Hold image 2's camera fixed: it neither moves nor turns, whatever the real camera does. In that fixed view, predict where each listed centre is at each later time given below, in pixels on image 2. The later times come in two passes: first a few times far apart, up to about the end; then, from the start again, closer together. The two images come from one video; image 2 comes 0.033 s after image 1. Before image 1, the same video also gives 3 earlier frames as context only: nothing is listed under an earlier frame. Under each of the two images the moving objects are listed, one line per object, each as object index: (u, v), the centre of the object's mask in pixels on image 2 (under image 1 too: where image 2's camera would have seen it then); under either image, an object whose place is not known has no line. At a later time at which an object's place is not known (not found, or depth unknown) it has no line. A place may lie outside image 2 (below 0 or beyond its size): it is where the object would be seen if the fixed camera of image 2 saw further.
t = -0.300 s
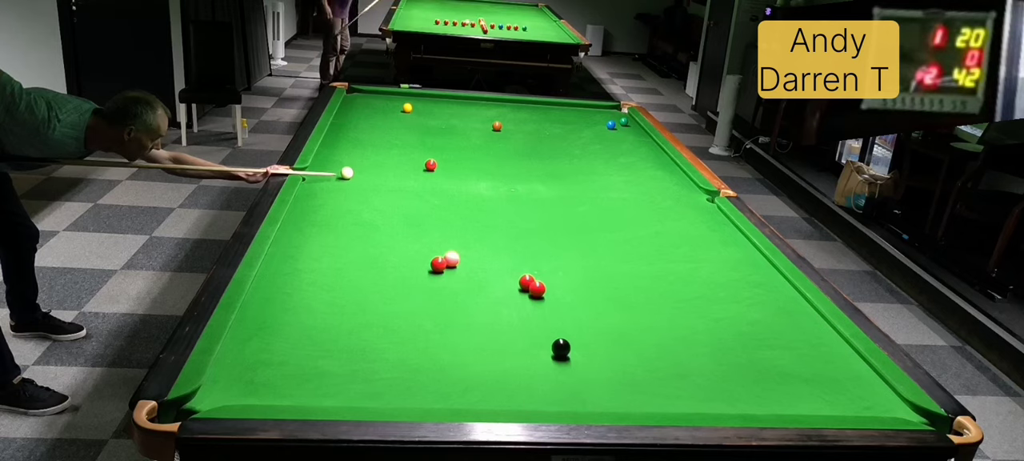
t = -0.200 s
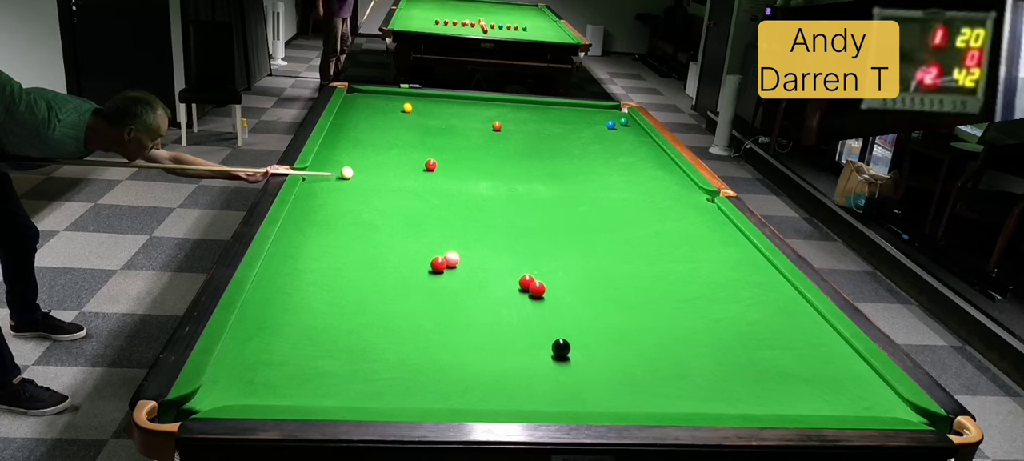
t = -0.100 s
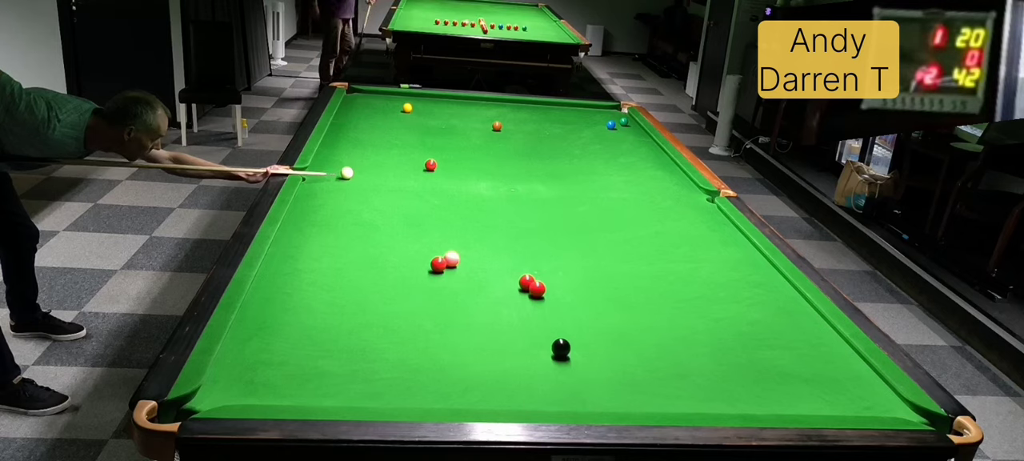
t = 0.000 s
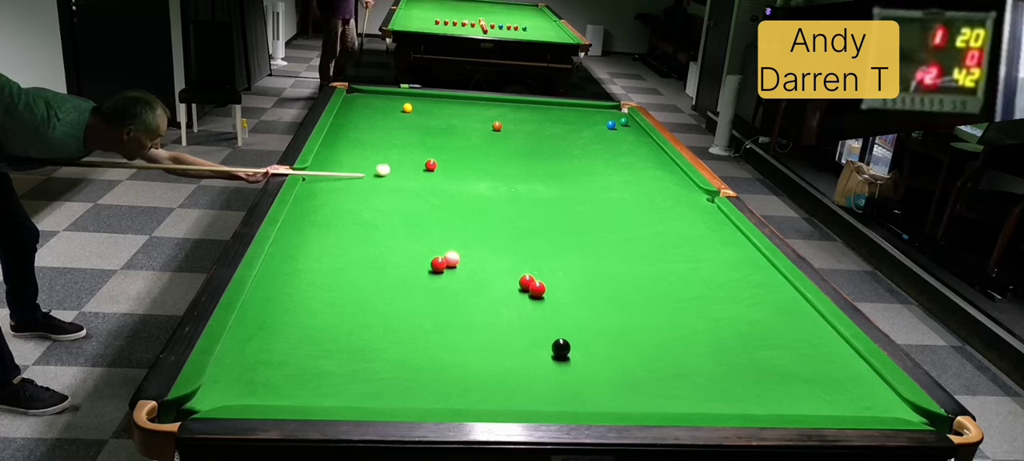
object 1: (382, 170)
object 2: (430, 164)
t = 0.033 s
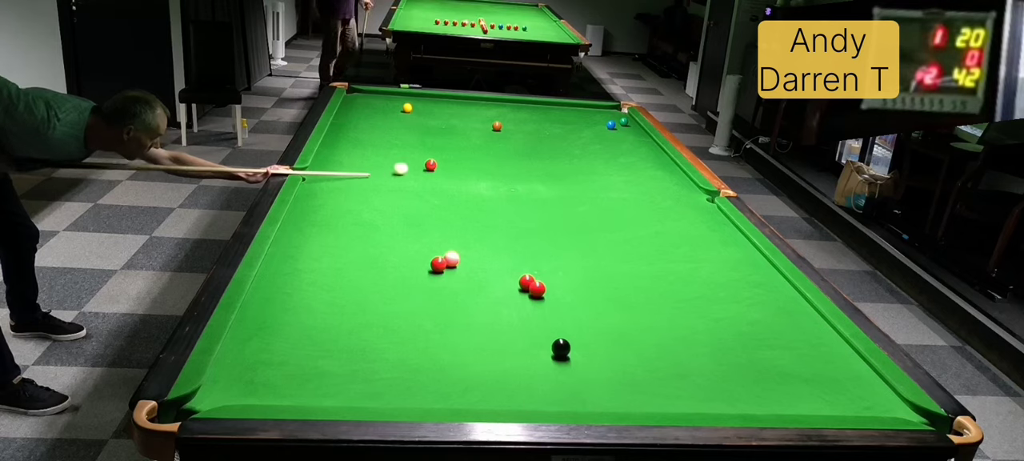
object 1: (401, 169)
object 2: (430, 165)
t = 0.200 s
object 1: (449, 173)
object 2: (460, 155)
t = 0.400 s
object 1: (480, 181)
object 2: (496, 144)
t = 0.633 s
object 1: (515, 191)
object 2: (529, 133)
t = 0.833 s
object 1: (544, 199)
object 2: (555, 125)
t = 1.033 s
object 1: (575, 207)
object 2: (578, 118)
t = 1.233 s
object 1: (606, 216)
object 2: (598, 111)
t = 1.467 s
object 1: (642, 226)
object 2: (623, 109)
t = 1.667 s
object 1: (673, 234)
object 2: (605, 107)
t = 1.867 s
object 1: (705, 243)
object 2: (591, 106)
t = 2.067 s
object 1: (737, 252)
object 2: (577, 105)
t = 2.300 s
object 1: (759, 261)
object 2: (562, 104)
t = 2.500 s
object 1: (749, 268)
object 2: (550, 104)
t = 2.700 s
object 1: (740, 275)
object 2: (538, 103)
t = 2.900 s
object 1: (730, 282)
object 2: (527, 102)
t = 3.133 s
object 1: (719, 290)
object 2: (514, 101)
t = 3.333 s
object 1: (709, 297)
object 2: (504, 101)
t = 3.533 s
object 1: (699, 304)
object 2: (494, 101)
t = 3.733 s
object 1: (690, 311)
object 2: (485, 100)
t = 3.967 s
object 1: (679, 320)
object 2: (476, 100)
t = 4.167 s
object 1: (669, 326)
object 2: (468, 100)
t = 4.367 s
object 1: (660, 333)
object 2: (460, 99)
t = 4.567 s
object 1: (651, 339)
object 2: (453, 99)
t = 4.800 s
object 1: (641, 346)
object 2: (446, 99)
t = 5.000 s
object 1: (633, 352)
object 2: (441, 98)
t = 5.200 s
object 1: (625, 357)
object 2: (436, 98)
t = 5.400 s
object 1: (618, 361)
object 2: (431, 98)
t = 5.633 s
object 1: (610, 367)
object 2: (426, 98)
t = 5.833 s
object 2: (423, 98)
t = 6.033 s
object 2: (420, 97)
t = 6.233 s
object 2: (418, 97)
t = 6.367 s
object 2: (417, 97)
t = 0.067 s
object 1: (418, 167)
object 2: (431, 165)
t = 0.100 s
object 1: (429, 168)
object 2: (437, 162)
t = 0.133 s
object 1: (436, 170)
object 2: (444, 160)
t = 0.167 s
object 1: (443, 172)
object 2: (453, 158)
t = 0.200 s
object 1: (449, 173)
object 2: (460, 155)
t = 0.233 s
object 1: (455, 174)
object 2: (467, 153)
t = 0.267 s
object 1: (461, 176)
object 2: (473, 151)
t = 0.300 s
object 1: (466, 177)
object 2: (479, 149)
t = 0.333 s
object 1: (471, 178)
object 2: (485, 147)
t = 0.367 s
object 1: (476, 180)
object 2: (490, 145)
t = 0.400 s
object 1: (480, 181)
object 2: (496, 144)
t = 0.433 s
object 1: (485, 182)
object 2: (501, 142)
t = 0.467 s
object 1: (490, 184)
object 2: (506, 140)
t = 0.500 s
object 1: (495, 185)
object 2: (511, 139)
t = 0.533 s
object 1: (500, 187)
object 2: (515, 137)
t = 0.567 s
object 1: (505, 188)
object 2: (520, 136)
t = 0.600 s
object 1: (510, 189)
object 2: (525, 134)
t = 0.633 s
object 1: (515, 191)
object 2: (529, 133)
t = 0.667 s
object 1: (520, 192)
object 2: (534, 131)
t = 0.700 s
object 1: (524, 193)
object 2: (538, 130)
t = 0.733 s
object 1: (529, 195)
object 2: (542, 129)
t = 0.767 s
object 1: (535, 196)
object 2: (546, 128)
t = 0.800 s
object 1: (539, 198)
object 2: (551, 126)
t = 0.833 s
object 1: (544, 199)
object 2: (555, 125)
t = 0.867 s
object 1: (550, 200)
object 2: (558, 124)
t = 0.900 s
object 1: (555, 202)
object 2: (562, 122)
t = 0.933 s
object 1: (560, 203)
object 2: (566, 121)
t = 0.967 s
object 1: (565, 204)
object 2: (570, 120)
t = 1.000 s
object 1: (570, 206)
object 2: (574, 119)
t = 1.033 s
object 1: (575, 207)
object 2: (578, 118)
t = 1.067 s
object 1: (580, 209)
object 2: (581, 117)
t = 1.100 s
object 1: (585, 210)
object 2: (584, 116)
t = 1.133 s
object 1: (590, 212)
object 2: (588, 114)
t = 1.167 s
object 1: (595, 213)
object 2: (591, 113)
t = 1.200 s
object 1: (601, 214)
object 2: (595, 112)
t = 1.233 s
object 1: (606, 216)
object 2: (598, 111)
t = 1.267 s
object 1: (611, 217)
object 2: (601, 110)
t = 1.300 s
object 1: (616, 219)
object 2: (604, 109)
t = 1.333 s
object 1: (622, 220)
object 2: (607, 108)
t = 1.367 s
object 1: (627, 222)
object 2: (610, 107)
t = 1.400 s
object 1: (631, 223)
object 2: (615, 107)
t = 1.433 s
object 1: (637, 224)
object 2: (619, 108)
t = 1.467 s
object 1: (642, 226)
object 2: (623, 109)
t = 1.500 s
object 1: (647, 227)
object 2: (620, 108)
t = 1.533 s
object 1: (653, 229)
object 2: (617, 108)
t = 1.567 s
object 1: (658, 230)
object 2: (614, 108)
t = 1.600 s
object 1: (663, 231)
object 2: (611, 108)
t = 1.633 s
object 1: (668, 233)
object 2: (608, 108)
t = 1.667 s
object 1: (673, 234)
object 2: (605, 107)
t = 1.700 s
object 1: (679, 235)
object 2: (603, 107)
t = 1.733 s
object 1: (684, 237)
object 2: (601, 107)
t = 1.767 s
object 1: (689, 239)
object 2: (598, 107)
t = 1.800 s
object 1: (694, 240)
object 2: (596, 107)
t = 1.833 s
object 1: (700, 241)
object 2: (594, 107)
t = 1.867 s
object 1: (705, 243)
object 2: (591, 106)
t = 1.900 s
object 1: (711, 244)
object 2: (589, 106)
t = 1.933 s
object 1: (716, 246)
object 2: (586, 106)
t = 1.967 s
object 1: (721, 247)
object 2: (584, 106)
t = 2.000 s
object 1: (726, 249)
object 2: (582, 106)
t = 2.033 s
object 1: (731, 250)
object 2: (579, 105)
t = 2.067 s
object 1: (737, 252)
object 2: (577, 105)
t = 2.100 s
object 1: (742, 253)
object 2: (575, 105)
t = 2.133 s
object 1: (747, 254)
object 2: (573, 105)
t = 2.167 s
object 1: (753, 256)
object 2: (570, 105)
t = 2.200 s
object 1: (758, 257)
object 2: (568, 105)
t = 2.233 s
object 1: (763, 259)
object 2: (566, 104)
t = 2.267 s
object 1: (761, 260)
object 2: (564, 104)
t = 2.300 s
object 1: (759, 261)
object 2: (562, 104)
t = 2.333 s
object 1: (757, 262)
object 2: (560, 104)
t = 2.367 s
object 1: (756, 263)
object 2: (558, 104)
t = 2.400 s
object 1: (754, 264)
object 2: (556, 104)
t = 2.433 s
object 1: (752, 266)
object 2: (554, 104)
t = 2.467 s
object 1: (751, 267)
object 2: (552, 104)
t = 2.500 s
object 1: (749, 268)
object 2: (550, 104)
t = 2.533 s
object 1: (748, 269)
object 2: (547, 103)
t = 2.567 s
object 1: (746, 270)
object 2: (546, 103)
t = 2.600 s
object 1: (745, 271)
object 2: (544, 103)
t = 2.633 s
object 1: (743, 272)
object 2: (542, 103)
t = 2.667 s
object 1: (741, 274)
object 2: (540, 103)
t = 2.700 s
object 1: (740, 275)
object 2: (538, 103)
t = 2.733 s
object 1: (738, 276)
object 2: (536, 103)
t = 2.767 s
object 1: (737, 277)
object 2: (534, 103)
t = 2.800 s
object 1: (735, 278)
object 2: (532, 103)
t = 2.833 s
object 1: (734, 279)
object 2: (530, 102)
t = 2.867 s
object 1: (732, 281)
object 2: (529, 102)
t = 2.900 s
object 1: (730, 282)
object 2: (527, 102)
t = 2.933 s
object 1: (729, 283)
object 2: (525, 102)
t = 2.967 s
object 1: (727, 284)
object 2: (523, 102)
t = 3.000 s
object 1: (725, 285)
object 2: (521, 102)
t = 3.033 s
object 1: (724, 287)
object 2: (519, 102)
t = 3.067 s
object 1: (722, 288)
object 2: (518, 102)
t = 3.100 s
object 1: (721, 289)
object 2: (516, 102)
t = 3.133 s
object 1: (719, 290)
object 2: (514, 101)
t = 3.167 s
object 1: (717, 291)
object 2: (512, 101)
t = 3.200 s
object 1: (715, 293)
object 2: (511, 102)
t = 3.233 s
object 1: (714, 294)
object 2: (509, 101)
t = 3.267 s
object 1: (712, 295)
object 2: (507, 102)
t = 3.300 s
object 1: (711, 296)
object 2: (506, 101)
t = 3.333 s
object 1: (709, 297)
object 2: (504, 101)
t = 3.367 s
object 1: (708, 298)
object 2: (502, 101)
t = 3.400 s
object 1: (706, 300)
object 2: (501, 101)
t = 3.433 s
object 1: (704, 301)
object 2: (499, 101)
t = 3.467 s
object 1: (703, 302)
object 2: (498, 101)
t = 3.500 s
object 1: (701, 303)
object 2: (496, 101)
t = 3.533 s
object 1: (699, 304)
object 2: (494, 101)
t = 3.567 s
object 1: (698, 306)
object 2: (493, 101)
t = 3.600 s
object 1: (696, 307)
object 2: (491, 101)
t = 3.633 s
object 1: (695, 308)
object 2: (490, 101)
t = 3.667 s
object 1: (693, 309)
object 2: (489, 101)
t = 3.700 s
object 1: (691, 310)
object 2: (487, 100)
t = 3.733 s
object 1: (690, 311)
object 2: (485, 100)
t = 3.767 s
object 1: (688, 313)
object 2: (484, 100)
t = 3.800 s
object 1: (687, 314)
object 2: (482, 100)
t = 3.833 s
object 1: (685, 315)
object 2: (481, 100)
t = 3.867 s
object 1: (683, 316)
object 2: (479, 100)
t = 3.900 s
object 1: (682, 317)
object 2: (478, 100)
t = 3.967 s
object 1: (679, 320)
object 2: (476, 100)
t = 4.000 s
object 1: (677, 321)
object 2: (474, 100)
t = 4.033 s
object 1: (676, 322)
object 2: (473, 100)
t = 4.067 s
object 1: (674, 323)
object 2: (472, 100)
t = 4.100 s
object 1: (673, 324)
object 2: (470, 100)
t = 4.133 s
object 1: (671, 325)
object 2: (469, 100)
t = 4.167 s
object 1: (669, 326)
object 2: (468, 100)
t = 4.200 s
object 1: (668, 327)
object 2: (466, 100)
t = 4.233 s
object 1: (666, 329)
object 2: (465, 99)
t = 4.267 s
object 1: (665, 330)
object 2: (464, 99)
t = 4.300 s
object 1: (663, 331)
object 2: (463, 99)
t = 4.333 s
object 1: (662, 332)
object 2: (462, 99)
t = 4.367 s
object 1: (660, 333)
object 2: (460, 99)
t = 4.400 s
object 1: (659, 334)
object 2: (459, 99)
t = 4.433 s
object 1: (657, 335)
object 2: (458, 99)
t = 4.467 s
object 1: (656, 336)
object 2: (457, 99)
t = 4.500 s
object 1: (654, 337)
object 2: (455, 99)
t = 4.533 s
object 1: (653, 338)
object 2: (454, 99)
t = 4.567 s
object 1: (651, 339)
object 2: (453, 99)
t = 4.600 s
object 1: (650, 340)
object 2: (452, 99)
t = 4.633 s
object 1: (649, 341)
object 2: (451, 99)
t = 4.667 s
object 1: (647, 342)
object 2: (450, 99)
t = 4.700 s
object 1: (646, 344)
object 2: (449, 99)
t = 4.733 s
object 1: (644, 344)
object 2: (448, 99)
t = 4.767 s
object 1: (643, 345)
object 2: (447, 99)
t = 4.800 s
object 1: (641, 346)
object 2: (446, 99)
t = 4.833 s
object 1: (640, 347)
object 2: (445, 99)
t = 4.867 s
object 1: (638, 348)
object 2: (444, 99)
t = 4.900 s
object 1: (637, 349)
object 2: (443, 99)
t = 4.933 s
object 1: (635, 350)
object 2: (442, 99)
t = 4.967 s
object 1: (634, 351)
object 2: (442, 98)
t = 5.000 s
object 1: (633, 352)
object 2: (441, 98)
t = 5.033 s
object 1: (632, 353)
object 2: (439, 98)
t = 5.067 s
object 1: (631, 354)
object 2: (439, 98)
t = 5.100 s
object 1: (629, 354)
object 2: (438, 98)
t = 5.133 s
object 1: (628, 355)
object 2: (437, 98)
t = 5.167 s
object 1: (627, 356)
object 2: (436, 98)
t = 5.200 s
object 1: (625, 357)
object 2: (436, 98)
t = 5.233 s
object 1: (624, 358)
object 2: (434, 98)
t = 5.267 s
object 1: (623, 358)
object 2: (434, 98)
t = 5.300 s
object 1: (622, 359)
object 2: (433, 98)
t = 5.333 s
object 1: (620, 360)
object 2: (432, 98)
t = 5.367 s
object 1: (619, 361)
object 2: (432, 98)
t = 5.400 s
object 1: (618, 361)
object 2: (431, 98)
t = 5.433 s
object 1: (617, 362)
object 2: (430, 98)
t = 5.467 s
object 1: (616, 363)
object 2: (430, 98)
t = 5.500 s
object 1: (615, 364)
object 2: (429, 98)
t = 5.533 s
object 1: (613, 364)
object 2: (428, 98)
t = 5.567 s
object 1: (612, 365)
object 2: (427, 98)
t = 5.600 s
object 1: (611, 366)
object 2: (427, 98)
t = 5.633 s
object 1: (610, 367)
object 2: (426, 98)
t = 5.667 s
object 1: (609, 367)
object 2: (426, 98)
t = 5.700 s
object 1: (608, 368)
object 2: (425, 98)
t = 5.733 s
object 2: (424, 98)
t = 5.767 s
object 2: (424, 98)
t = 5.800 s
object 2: (424, 98)
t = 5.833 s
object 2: (423, 98)
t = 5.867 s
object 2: (423, 98)
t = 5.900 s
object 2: (422, 98)
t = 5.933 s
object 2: (421, 98)
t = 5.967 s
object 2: (421, 97)
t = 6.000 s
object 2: (420, 97)
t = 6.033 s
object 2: (420, 97)
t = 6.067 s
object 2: (420, 97)
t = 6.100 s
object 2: (419, 97)
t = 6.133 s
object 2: (419, 97)
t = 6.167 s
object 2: (418, 97)
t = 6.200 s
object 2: (418, 97)
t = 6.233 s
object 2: (418, 97)
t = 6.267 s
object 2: (417, 97)
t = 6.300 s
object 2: (417, 97)
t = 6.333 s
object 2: (417, 97)
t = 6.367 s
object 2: (417, 97)
